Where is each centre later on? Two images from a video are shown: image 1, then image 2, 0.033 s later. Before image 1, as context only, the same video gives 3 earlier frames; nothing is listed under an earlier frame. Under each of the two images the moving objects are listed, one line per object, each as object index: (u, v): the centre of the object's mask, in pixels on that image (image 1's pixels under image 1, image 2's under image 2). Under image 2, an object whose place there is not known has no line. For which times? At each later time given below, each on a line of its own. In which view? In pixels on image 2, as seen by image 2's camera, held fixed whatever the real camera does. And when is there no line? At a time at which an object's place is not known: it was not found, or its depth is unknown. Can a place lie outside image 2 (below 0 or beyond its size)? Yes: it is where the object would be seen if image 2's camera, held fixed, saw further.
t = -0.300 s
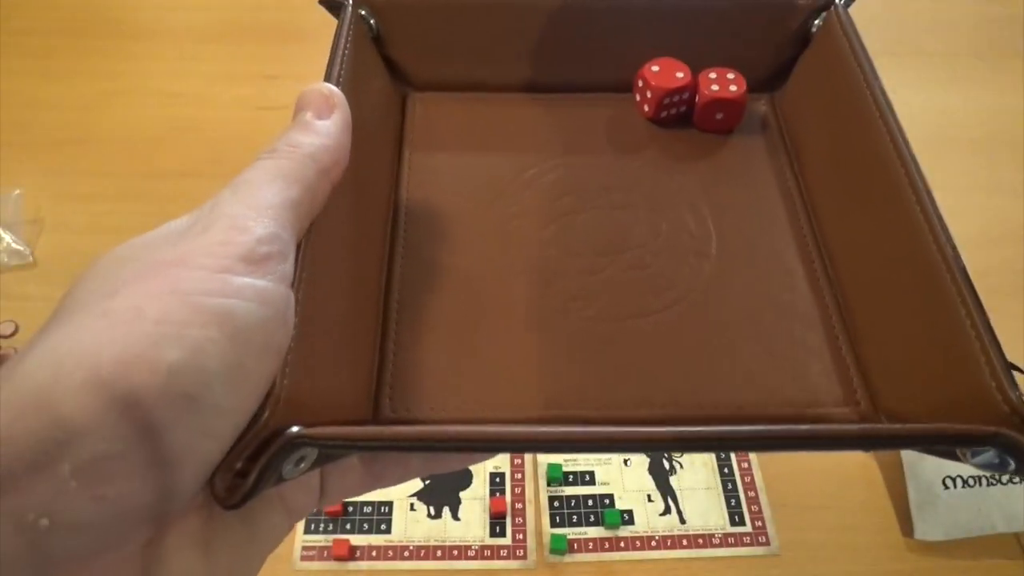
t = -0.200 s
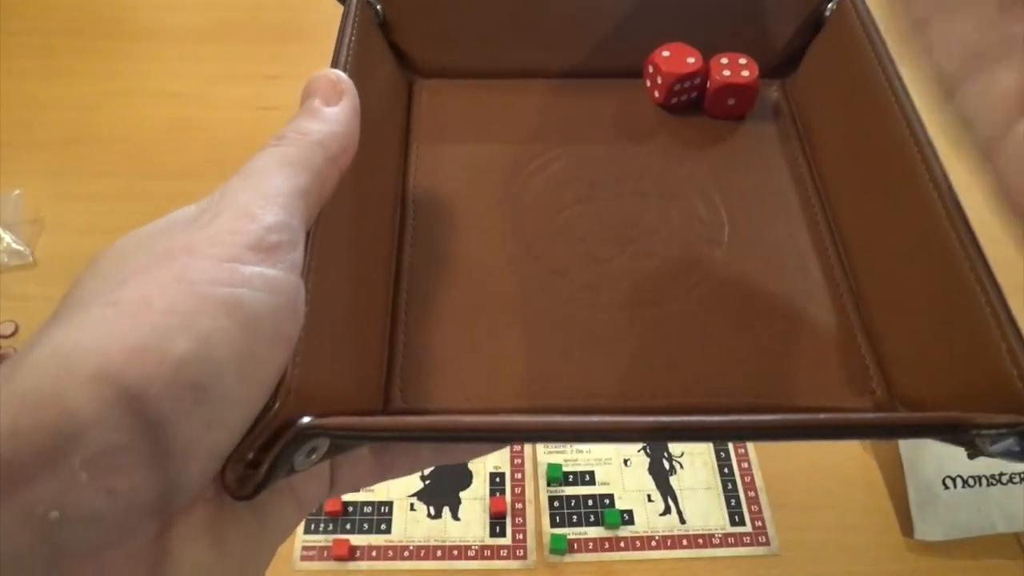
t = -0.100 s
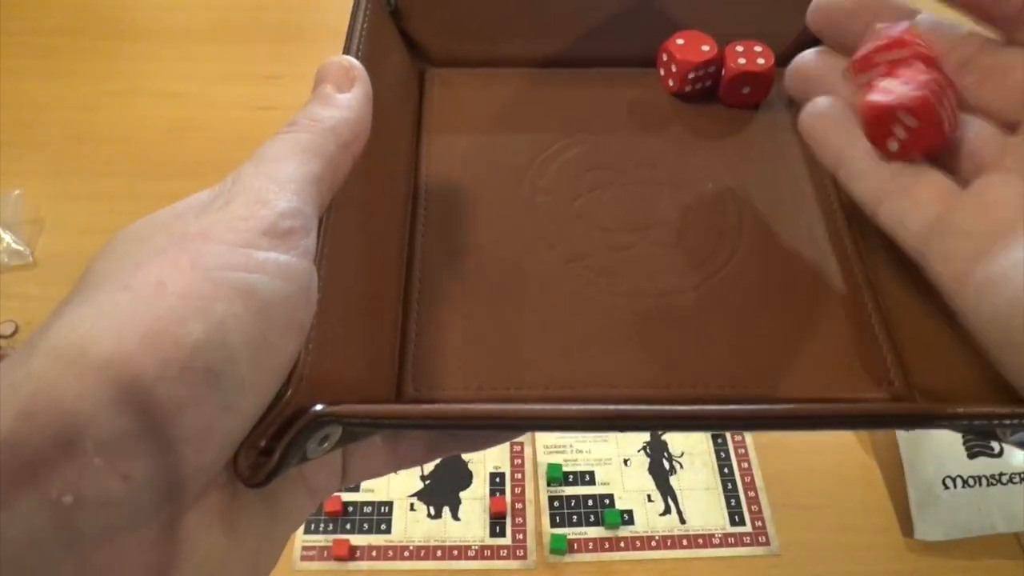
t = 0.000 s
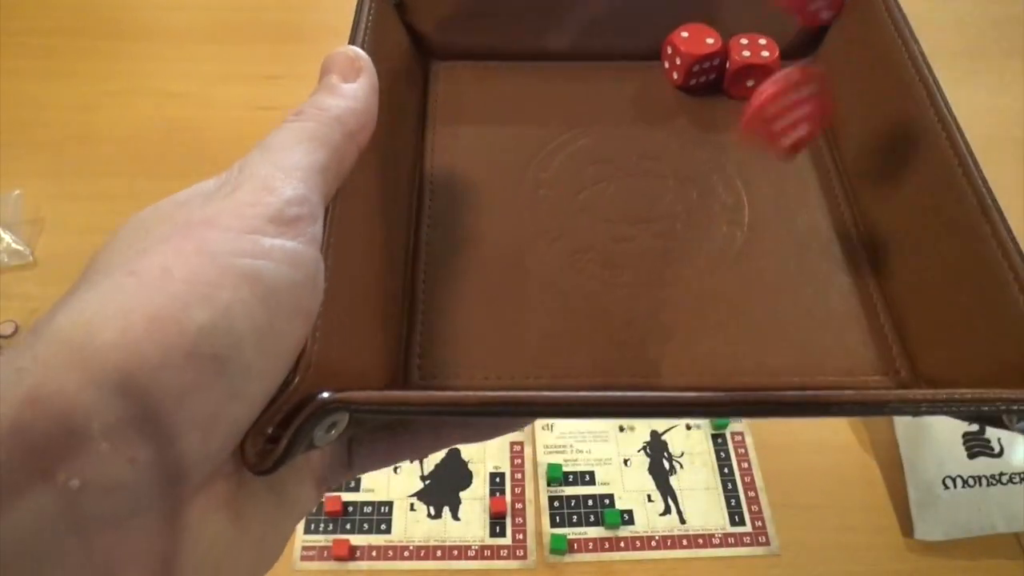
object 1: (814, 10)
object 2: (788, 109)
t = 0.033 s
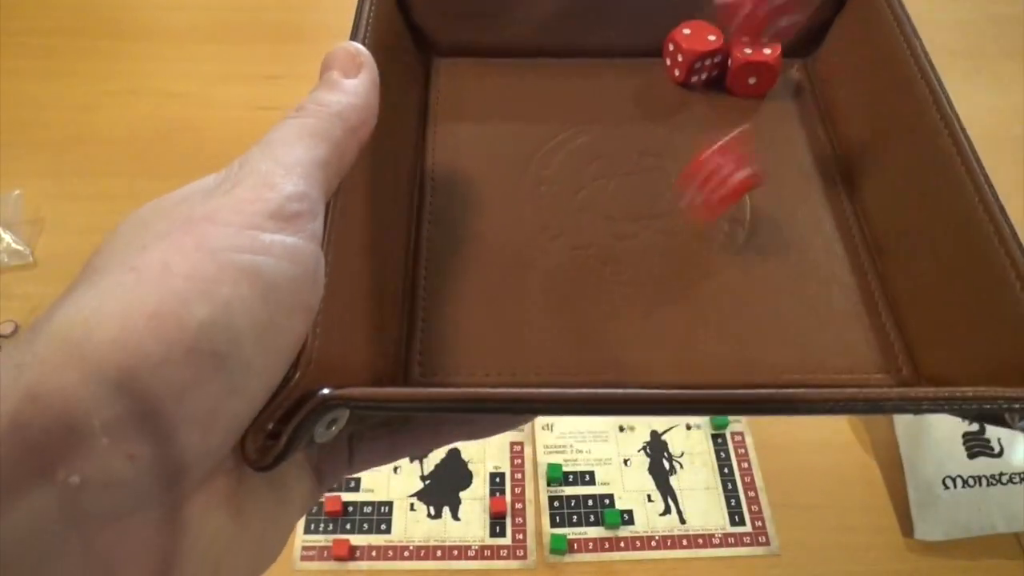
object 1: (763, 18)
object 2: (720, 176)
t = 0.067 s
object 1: (704, 65)
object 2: (659, 198)
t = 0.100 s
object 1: (667, 92)
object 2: (596, 205)
